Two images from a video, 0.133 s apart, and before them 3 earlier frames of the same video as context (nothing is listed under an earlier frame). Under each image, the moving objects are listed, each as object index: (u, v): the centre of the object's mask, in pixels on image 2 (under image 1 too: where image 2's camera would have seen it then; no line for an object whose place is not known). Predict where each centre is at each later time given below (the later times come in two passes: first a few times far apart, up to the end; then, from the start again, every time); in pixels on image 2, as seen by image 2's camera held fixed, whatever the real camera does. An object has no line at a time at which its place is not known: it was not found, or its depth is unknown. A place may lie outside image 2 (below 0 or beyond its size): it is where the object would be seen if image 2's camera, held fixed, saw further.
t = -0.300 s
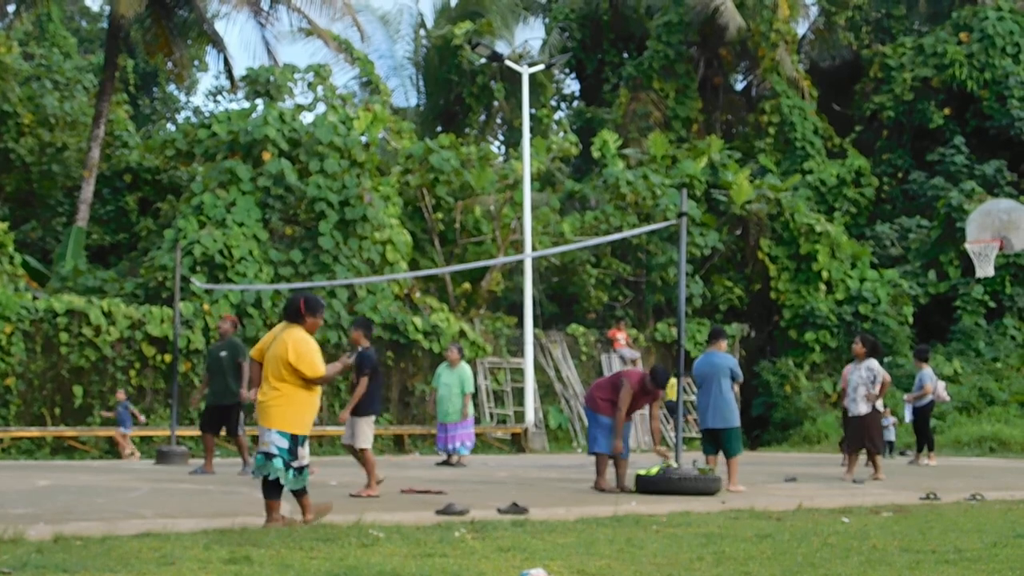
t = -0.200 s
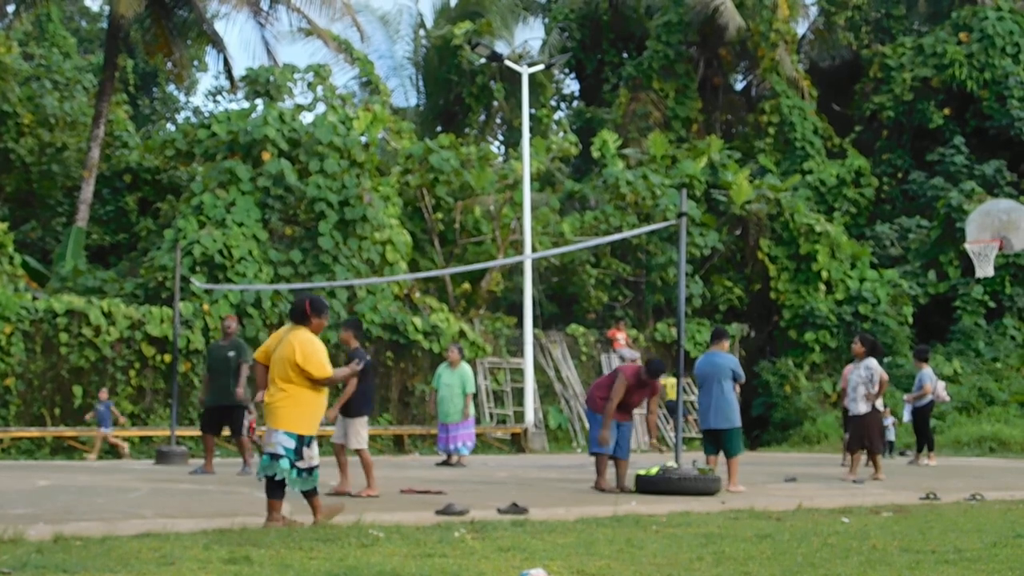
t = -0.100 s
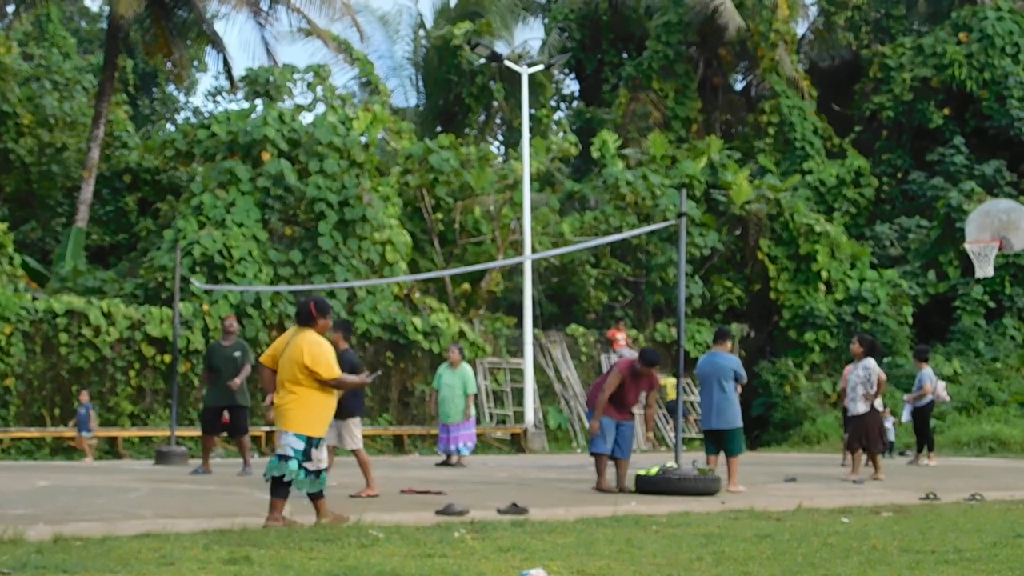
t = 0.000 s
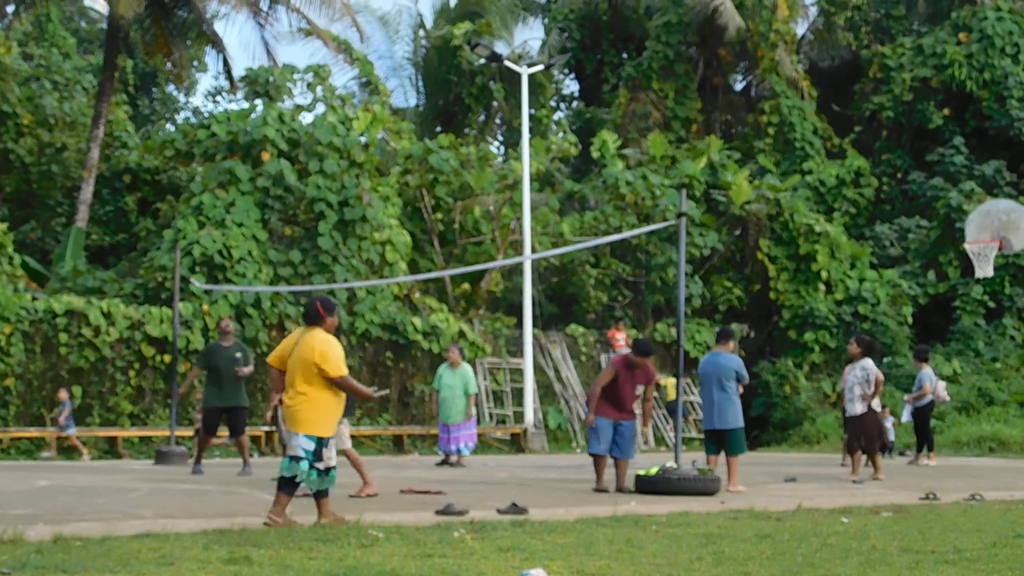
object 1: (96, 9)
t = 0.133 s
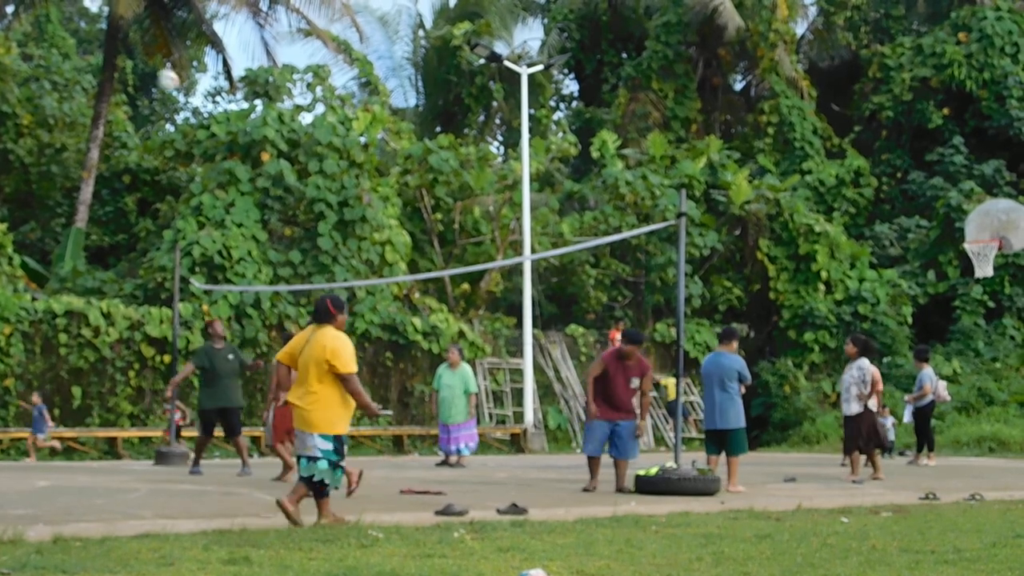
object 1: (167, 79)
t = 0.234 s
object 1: (219, 142)
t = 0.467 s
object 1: (331, 313)
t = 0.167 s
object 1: (185, 99)
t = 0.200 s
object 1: (203, 121)
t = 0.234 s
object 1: (219, 142)
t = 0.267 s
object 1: (235, 164)
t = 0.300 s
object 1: (252, 187)
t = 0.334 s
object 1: (268, 210)
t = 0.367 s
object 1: (283, 235)
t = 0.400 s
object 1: (299, 260)
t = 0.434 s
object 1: (315, 286)
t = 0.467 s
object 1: (331, 313)
